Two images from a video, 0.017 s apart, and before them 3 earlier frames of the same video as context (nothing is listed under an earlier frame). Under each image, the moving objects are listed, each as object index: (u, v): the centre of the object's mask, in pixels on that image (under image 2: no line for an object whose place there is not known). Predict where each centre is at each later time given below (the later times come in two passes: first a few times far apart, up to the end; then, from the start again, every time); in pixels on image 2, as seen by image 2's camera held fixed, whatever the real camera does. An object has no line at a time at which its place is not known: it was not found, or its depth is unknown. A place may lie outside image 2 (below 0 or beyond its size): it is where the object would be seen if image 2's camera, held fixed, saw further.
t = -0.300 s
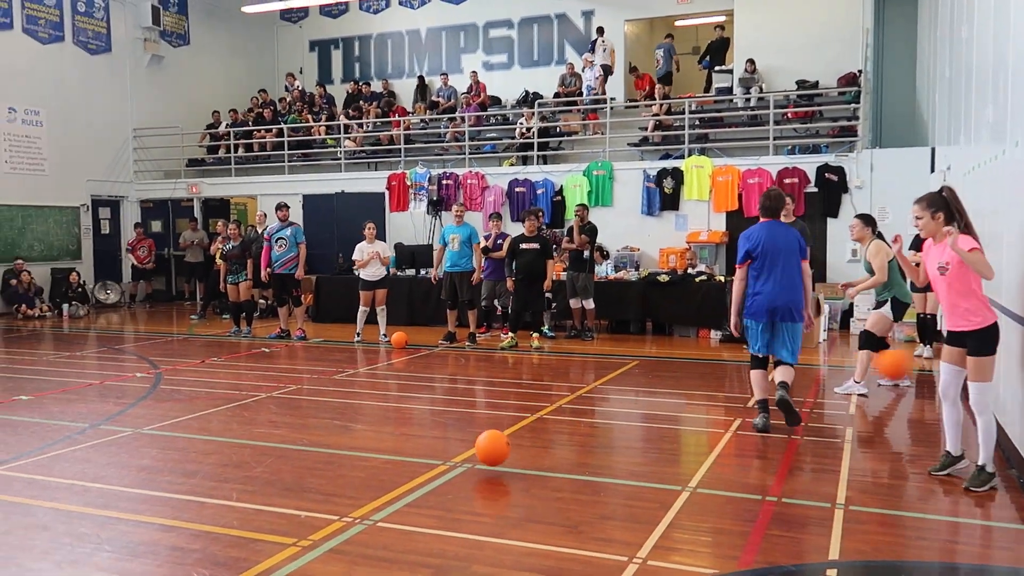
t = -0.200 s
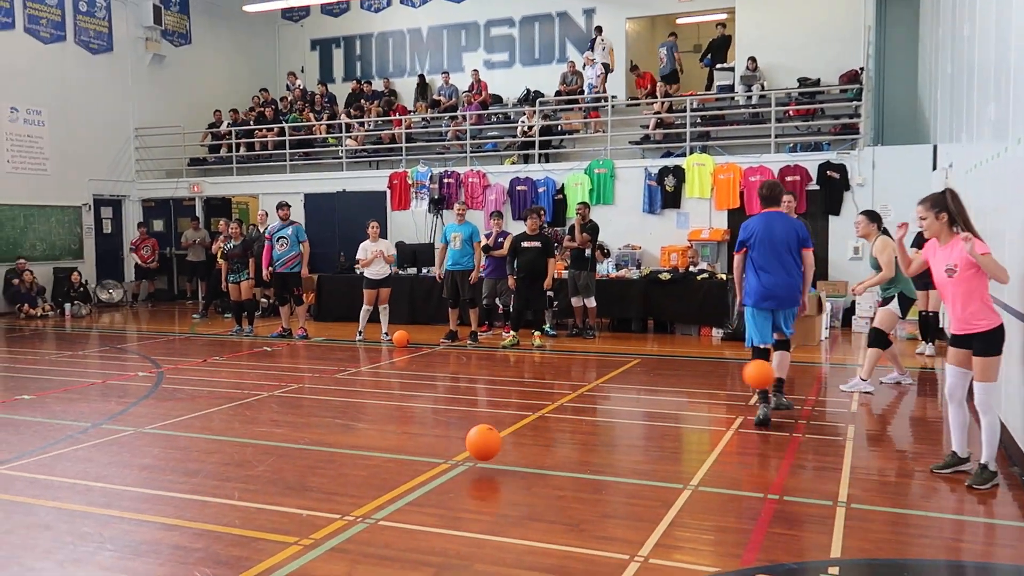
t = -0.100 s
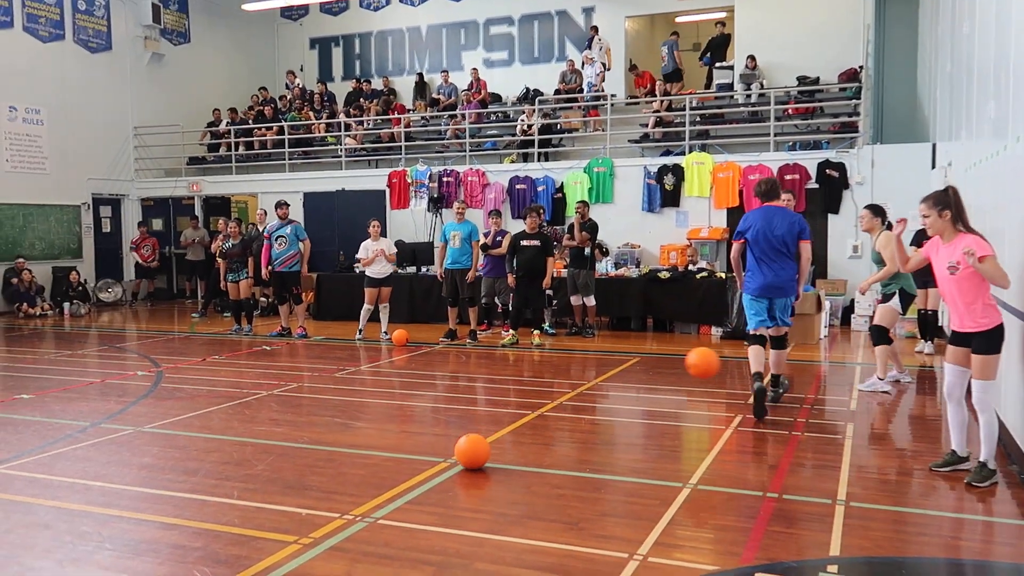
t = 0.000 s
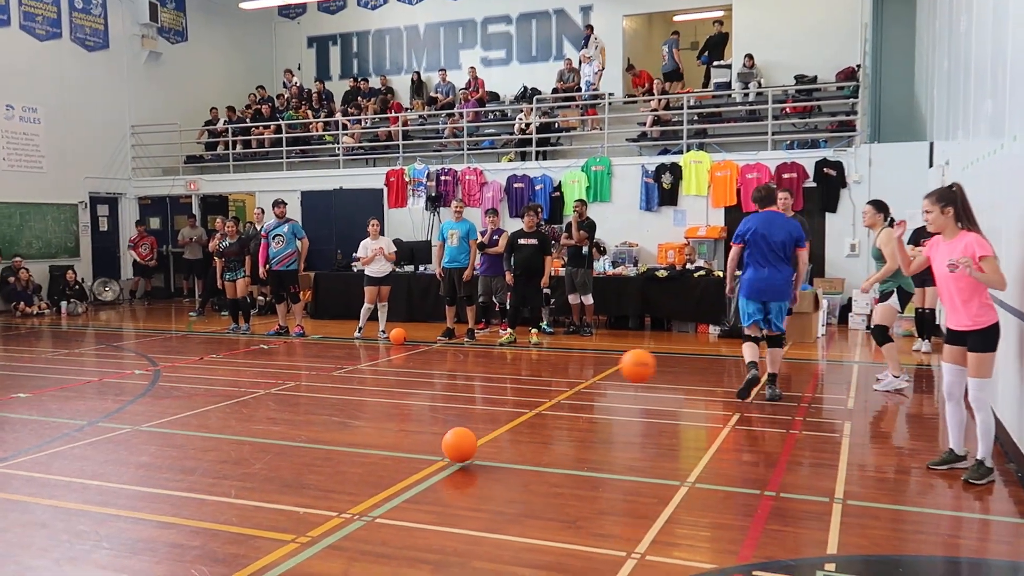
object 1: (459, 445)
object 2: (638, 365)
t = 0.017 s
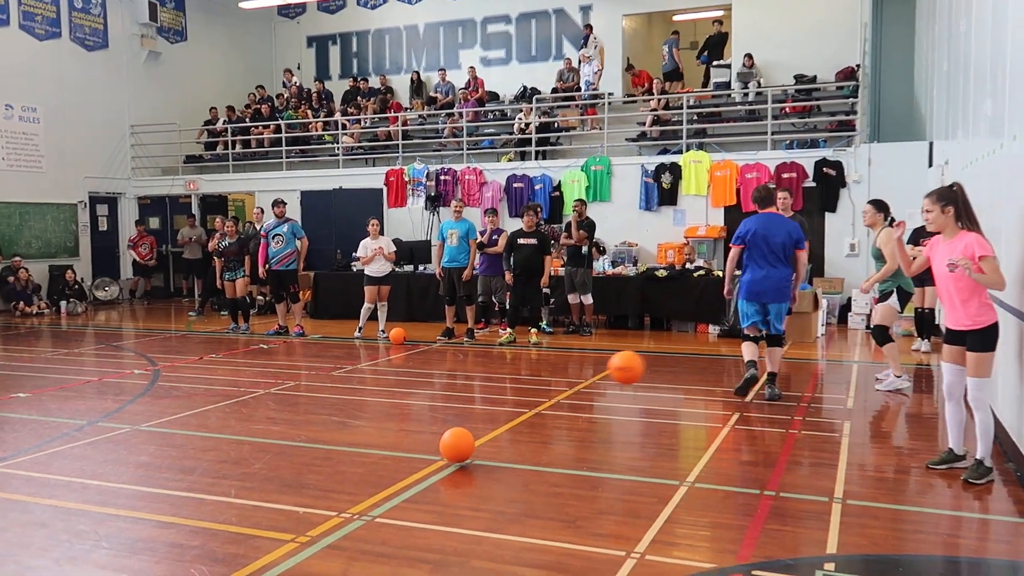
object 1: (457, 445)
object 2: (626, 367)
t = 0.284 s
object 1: (432, 443)
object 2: (421, 475)
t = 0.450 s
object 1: (416, 443)
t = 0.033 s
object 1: (455, 446)
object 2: (614, 370)
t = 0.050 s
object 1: (454, 447)
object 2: (602, 373)
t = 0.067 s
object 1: (452, 447)
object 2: (591, 376)
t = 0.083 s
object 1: (450, 446)
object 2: (578, 381)
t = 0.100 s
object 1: (449, 445)
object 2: (567, 386)
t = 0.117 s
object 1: (447, 445)
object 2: (555, 391)
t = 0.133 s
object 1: (445, 445)
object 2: (542, 397)
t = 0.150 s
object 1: (444, 446)
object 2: (530, 403)
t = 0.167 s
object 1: (442, 446)
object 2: (516, 411)
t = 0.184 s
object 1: (440, 446)
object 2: (503, 418)
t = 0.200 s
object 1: (439, 445)
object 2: (489, 427)
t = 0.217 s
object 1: (437, 445)
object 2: (476, 435)
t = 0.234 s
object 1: (432, 444)
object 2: (461, 445)
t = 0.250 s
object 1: (429, 440)
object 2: (448, 455)
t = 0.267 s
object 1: (432, 439)
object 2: (434, 467)
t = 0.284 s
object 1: (432, 443)
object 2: (421, 475)
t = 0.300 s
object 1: (431, 444)
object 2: (410, 471)
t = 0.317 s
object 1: (428, 444)
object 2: (399, 467)
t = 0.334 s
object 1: (427, 444)
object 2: (388, 464)
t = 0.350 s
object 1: (425, 444)
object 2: (377, 461)
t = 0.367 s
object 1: (423, 444)
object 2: (366, 459)
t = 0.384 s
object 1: (422, 444)
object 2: (355, 457)
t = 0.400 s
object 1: (420, 444)
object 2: (344, 455)
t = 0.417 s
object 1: (419, 443)
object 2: (332, 454)
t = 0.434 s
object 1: (417, 443)
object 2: (320, 454)
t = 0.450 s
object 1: (416, 443)
